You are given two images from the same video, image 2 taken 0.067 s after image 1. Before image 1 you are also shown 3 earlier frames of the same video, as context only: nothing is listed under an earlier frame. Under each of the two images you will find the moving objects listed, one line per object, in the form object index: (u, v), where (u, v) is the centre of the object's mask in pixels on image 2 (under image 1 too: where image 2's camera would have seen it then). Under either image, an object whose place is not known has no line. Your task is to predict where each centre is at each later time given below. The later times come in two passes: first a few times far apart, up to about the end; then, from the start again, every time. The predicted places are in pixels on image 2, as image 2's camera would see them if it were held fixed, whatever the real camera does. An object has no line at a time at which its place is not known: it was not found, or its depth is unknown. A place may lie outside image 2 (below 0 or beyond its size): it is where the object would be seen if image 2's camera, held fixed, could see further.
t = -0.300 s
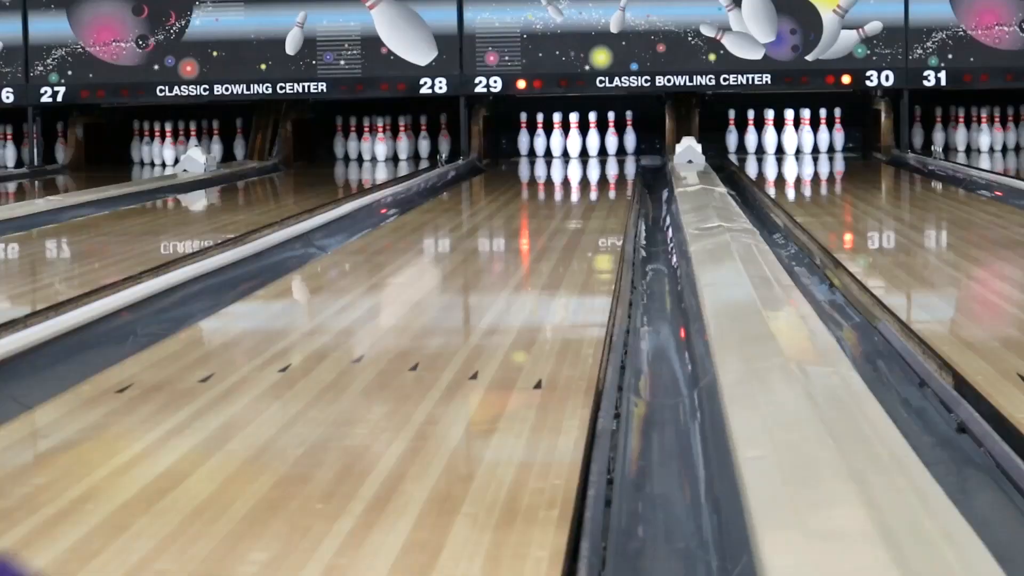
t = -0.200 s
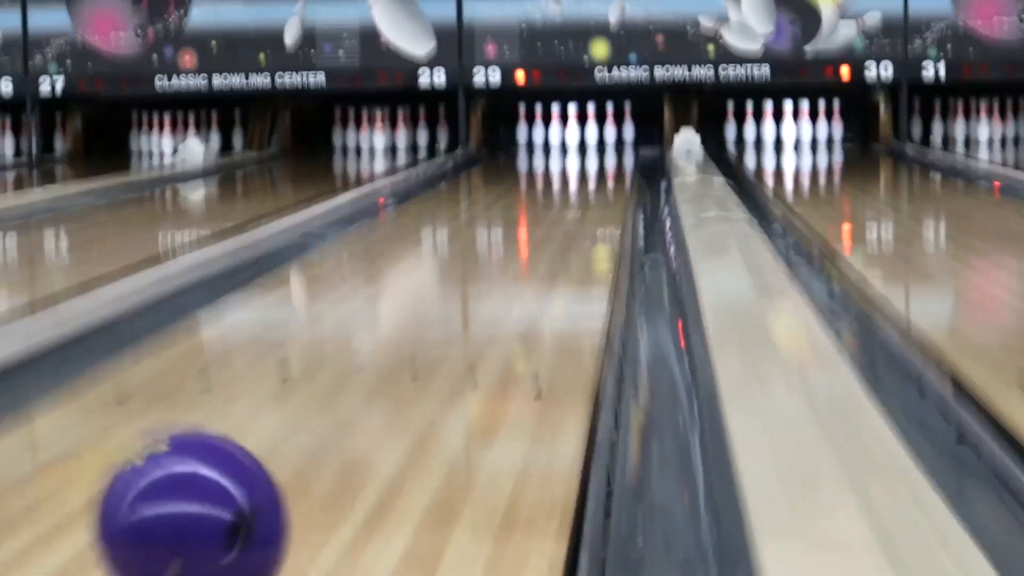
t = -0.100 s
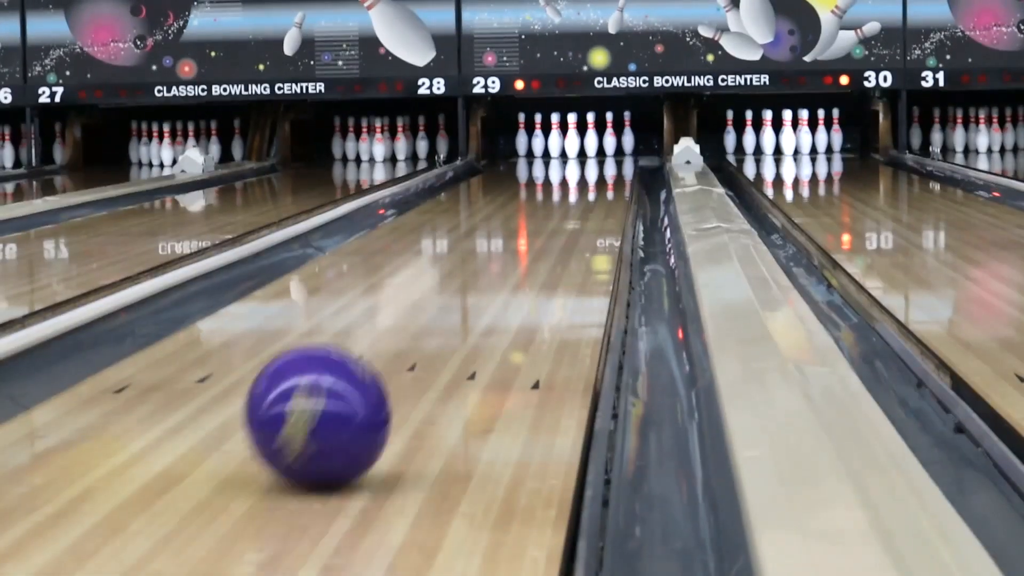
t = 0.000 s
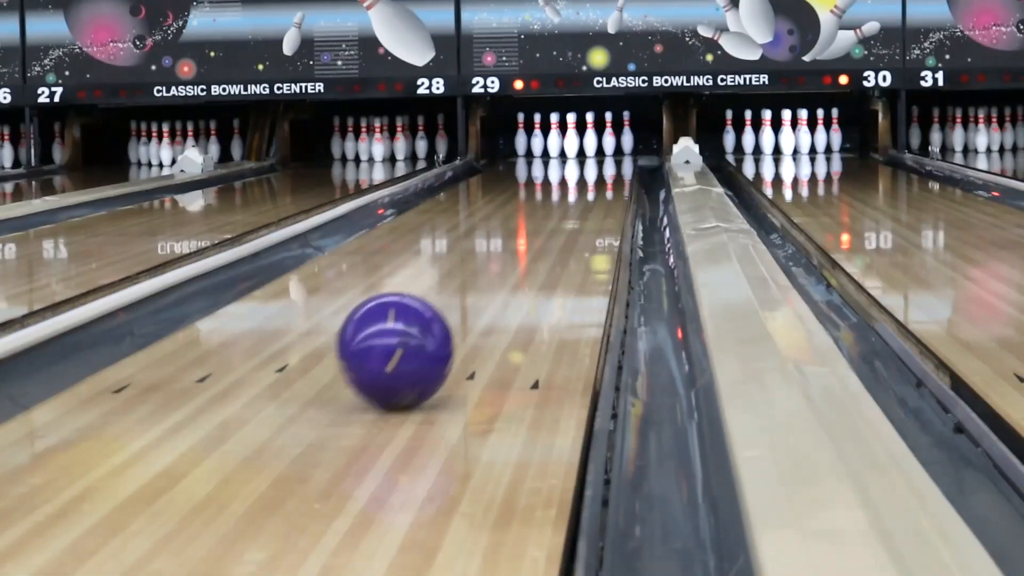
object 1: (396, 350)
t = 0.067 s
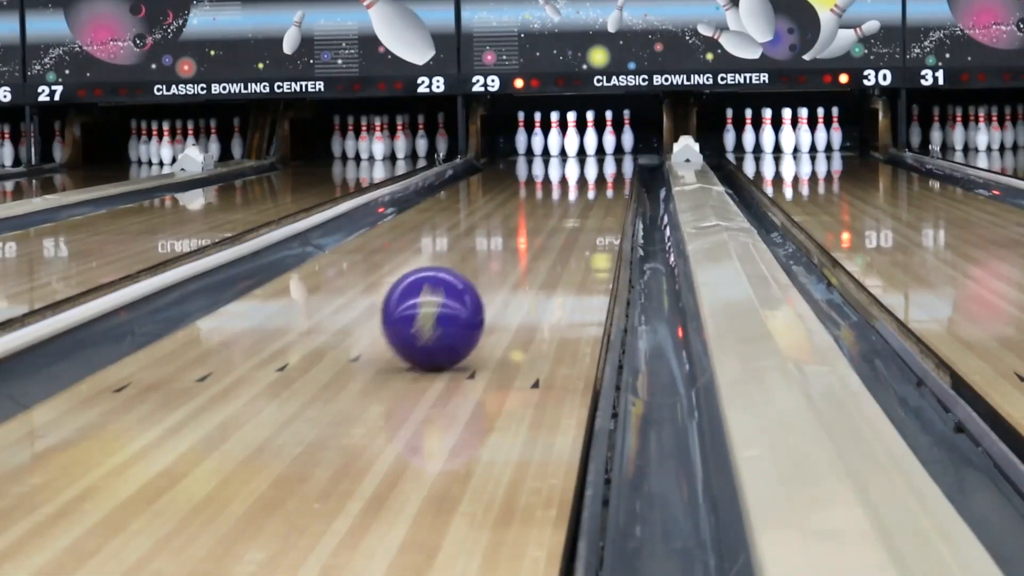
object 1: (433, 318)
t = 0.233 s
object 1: (495, 265)
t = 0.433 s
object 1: (539, 226)
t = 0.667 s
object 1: (570, 198)
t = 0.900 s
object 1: (587, 179)
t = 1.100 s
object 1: (596, 168)
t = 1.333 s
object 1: (600, 157)
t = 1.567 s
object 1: (597, 150)
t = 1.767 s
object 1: (589, 146)
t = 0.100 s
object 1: (448, 305)
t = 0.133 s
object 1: (462, 294)
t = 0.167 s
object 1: (474, 284)
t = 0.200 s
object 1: (485, 274)
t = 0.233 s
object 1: (495, 265)
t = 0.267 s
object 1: (504, 257)
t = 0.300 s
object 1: (512, 250)
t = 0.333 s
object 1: (520, 243)
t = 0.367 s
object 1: (526, 237)
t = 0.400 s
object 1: (533, 231)
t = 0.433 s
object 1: (539, 226)
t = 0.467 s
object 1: (544, 221)
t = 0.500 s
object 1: (549, 217)
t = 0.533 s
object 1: (554, 212)
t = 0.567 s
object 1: (558, 208)
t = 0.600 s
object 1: (562, 204)
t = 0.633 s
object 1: (566, 201)
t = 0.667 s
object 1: (570, 198)
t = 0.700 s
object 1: (573, 195)
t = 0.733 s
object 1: (575, 192)
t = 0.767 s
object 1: (577, 189)
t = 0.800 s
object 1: (580, 186)
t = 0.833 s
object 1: (583, 184)
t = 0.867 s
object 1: (585, 181)
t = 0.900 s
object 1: (587, 179)
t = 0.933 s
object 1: (589, 177)
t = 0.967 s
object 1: (590, 175)
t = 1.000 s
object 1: (592, 173)
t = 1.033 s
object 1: (593, 171)
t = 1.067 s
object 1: (595, 169)
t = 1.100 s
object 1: (596, 168)
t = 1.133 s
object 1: (597, 166)
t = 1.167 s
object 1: (598, 164)
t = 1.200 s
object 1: (598, 163)
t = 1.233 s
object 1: (599, 161)
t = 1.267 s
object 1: (599, 160)
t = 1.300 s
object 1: (600, 159)
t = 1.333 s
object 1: (600, 157)
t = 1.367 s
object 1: (600, 156)
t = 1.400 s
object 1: (600, 155)
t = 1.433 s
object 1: (600, 154)
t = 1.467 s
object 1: (599, 153)
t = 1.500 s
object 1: (599, 152)
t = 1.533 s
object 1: (598, 151)
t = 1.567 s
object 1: (597, 150)
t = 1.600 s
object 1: (596, 150)
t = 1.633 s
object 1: (595, 149)
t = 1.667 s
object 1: (594, 148)
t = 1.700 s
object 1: (593, 147)
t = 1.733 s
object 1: (591, 147)
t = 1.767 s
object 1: (589, 146)
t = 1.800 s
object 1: (588, 144)
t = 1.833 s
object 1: (587, 145)
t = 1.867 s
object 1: (588, 144)
